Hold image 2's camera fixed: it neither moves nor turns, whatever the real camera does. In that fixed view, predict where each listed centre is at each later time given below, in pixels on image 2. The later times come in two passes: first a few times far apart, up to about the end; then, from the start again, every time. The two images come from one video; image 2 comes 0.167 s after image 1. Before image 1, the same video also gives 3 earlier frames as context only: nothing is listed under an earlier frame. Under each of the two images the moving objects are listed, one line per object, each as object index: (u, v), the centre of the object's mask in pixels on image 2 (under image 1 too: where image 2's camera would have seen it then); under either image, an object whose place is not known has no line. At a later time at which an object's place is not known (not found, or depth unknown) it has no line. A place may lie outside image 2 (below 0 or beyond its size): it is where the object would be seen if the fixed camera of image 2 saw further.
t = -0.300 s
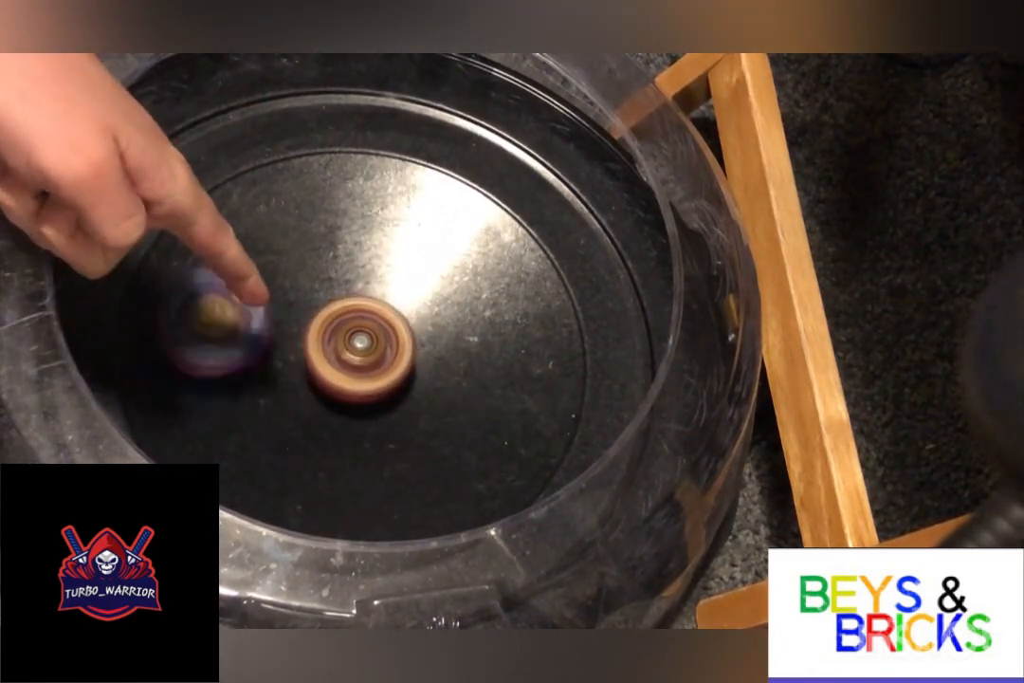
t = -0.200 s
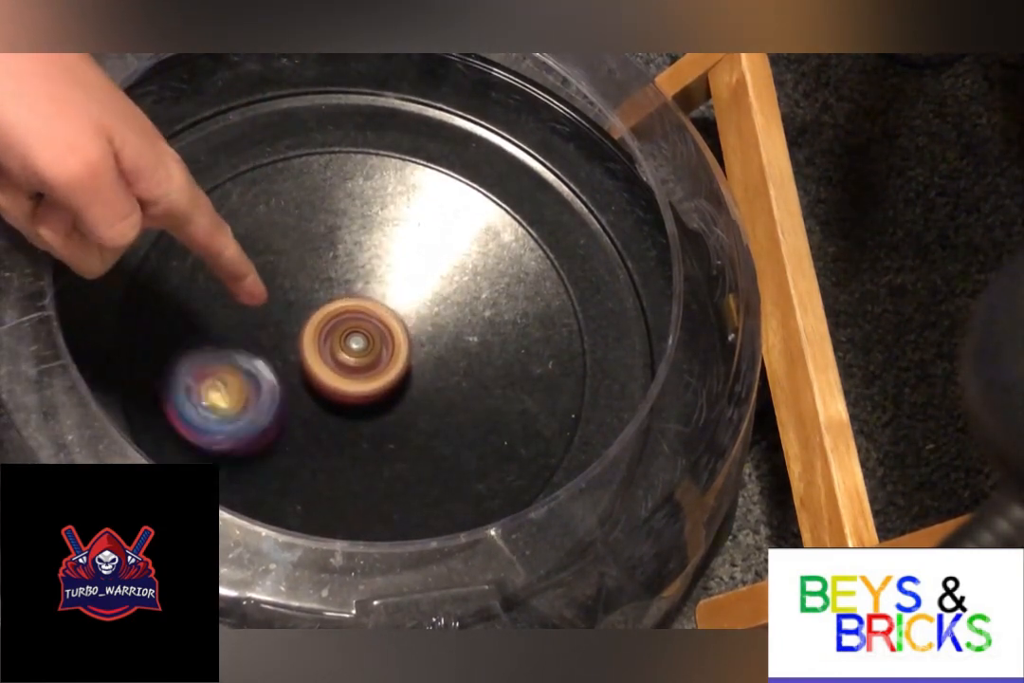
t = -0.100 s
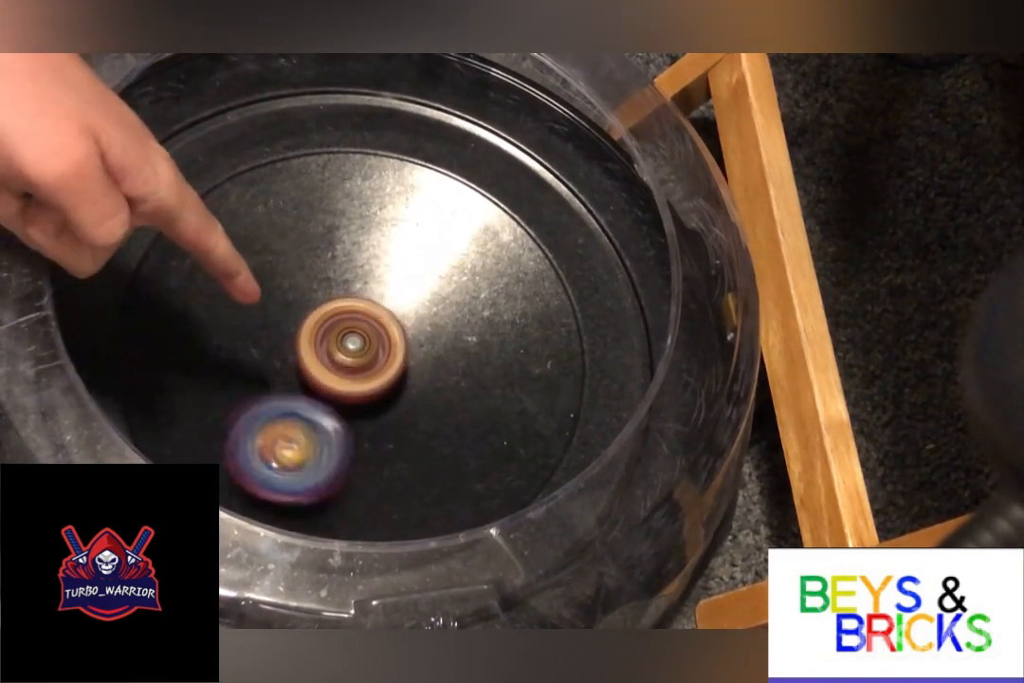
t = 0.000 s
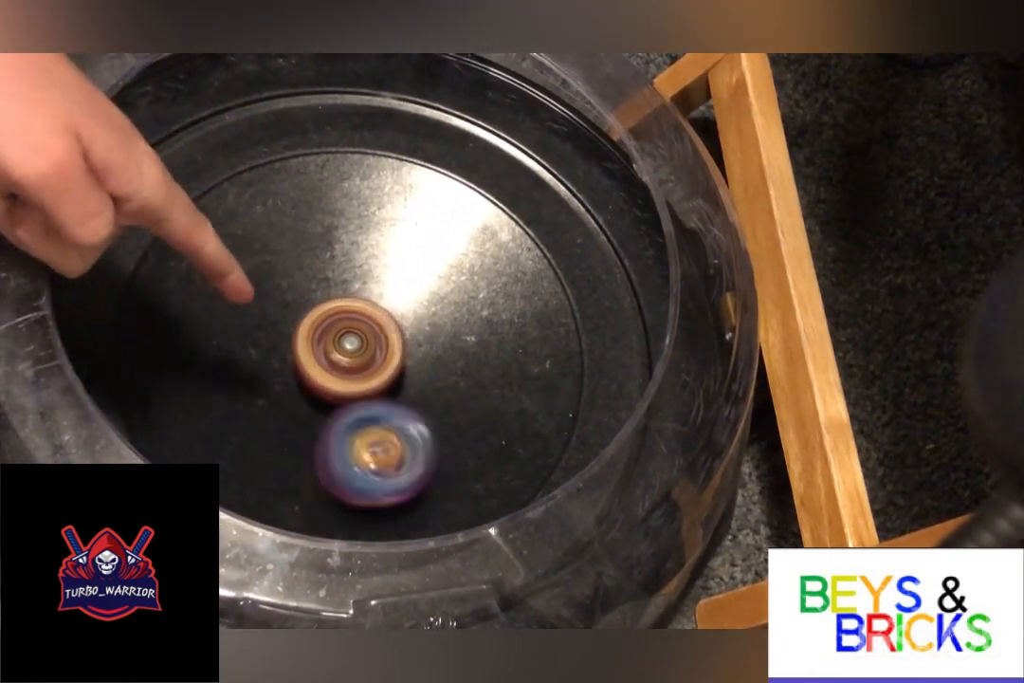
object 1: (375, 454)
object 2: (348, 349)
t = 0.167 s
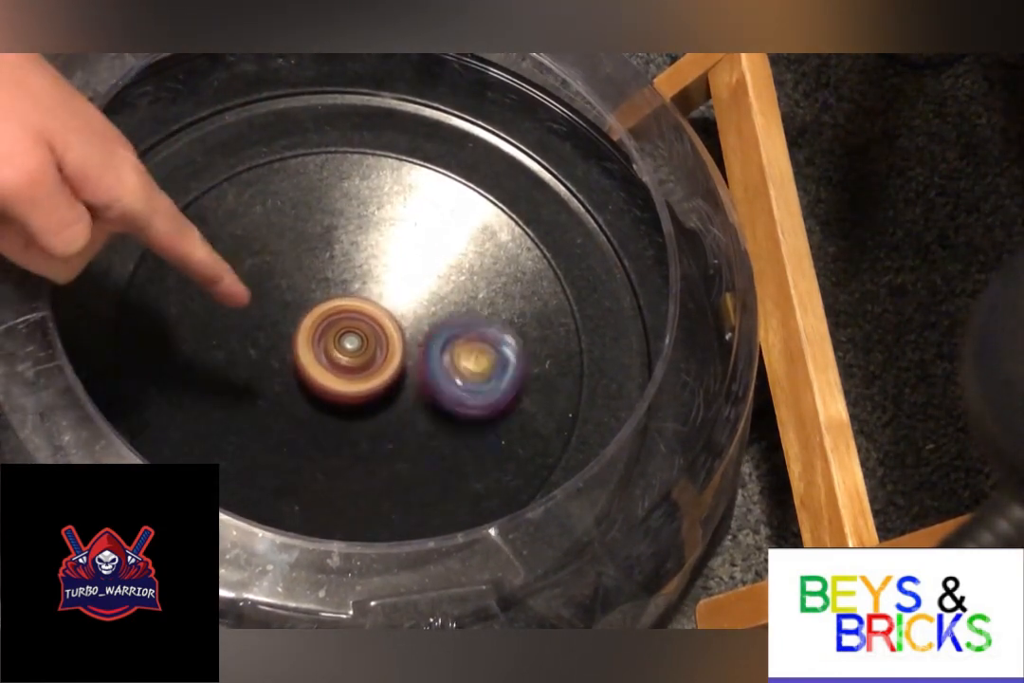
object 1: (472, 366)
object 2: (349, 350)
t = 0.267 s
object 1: (468, 296)
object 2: (349, 349)
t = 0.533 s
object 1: (294, 235)
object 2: (353, 344)
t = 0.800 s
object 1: (267, 412)
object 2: (356, 341)
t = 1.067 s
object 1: (465, 420)
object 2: (362, 345)
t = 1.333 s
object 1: (431, 261)
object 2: (365, 343)
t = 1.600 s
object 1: (239, 283)
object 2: (364, 351)
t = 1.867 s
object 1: (295, 447)
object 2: (360, 351)
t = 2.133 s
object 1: (470, 375)
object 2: (351, 352)
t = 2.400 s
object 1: (379, 233)
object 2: (349, 350)
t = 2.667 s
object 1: (235, 324)
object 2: (351, 345)
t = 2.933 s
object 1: (364, 452)
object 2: (353, 340)
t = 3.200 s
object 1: (477, 336)
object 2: (360, 344)
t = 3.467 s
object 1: (340, 238)
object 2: (364, 346)
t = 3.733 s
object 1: (239, 366)
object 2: (362, 347)
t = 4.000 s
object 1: (399, 443)
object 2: (360, 346)
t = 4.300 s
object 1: (448, 287)
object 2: (354, 347)
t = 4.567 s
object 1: (276, 251)
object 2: (353, 356)
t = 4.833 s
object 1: (239, 384)
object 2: (360, 356)
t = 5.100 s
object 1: (391, 440)
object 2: (382, 338)
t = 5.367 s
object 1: (476, 363)
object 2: (369, 307)
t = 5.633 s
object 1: (456, 350)
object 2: (303, 280)
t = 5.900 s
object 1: (418, 399)
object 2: (317, 315)
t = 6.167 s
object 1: (359, 438)
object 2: (335, 330)
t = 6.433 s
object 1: (298, 445)
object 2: (358, 331)
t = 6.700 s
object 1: (251, 396)
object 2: (378, 341)
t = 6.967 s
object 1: (263, 337)
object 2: (377, 343)
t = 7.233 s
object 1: (317, 296)
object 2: (403, 372)
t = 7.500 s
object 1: (414, 256)
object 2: (379, 386)
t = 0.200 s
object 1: (474, 342)
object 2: (349, 350)
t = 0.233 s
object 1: (474, 318)
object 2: (349, 350)
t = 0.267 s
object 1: (468, 296)
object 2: (349, 349)
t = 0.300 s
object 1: (457, 276)
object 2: (349, 348)
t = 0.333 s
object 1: (439, 257)
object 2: (350, 347)
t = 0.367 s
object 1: (419, 240)
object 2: (351, 347)
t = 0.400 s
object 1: (393, 229)
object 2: (352, 347)
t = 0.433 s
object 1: (368, 221)
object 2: (352, 346)
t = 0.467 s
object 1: (342, 219)
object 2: (352, 345)
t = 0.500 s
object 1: (317, 223)
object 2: (353, 345)
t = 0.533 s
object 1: (294, 235)
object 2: (353, 344)
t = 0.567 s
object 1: (273, 249)
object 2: (353, 343)
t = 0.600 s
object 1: (255, 267)
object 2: (354, 343)
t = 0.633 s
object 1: (243, 289)
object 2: (354, 342)
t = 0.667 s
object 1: (236, 315)
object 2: (354, 342)
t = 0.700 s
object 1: (234, 340)
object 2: (354, 342)
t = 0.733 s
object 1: (238, 366)
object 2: (355, 341)
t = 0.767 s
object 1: (250, 391)
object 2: (355, 341)
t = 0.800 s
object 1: (267, 412)
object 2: (356, 341)
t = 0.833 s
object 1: (288, 430)
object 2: (356, 341)
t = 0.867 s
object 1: (313, 444)
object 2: (357, 341)
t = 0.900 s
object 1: (339, 453)
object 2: (358, 342)
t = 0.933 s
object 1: (369, 457)
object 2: (359, 342)
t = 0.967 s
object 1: (396, 454)
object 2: (359, 343)
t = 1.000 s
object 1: (422, 447)
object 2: (360, 344)
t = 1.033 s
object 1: (445, 436)
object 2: (361, 345)
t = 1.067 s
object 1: (465, 420)
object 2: (362, 345)
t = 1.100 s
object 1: (480, 402)
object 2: (364, 345)
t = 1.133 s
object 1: (488, 381)
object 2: (365, 345)
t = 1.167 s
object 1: (492, 357)
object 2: (366, 344)
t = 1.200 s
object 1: (490, 334)
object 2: (366, 344)
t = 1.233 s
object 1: (482, 312)
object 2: (366, 343)
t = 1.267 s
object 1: (472, 293)
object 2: (366, 343)
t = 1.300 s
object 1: (454, 276)
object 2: (365, 343)
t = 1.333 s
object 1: (431, 261)
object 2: (365, 343)
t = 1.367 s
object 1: (405, 249)
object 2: (363, 345)
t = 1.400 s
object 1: (379, 240)
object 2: (363, 346)
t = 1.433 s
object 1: (351, 234)
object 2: (362, 348)
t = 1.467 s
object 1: (327, 236)
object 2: (361, 349)
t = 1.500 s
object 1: (300, 242)
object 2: (361, 349)
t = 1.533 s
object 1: (278, 252)
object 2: (362, 350)
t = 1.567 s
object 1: (257, 267)
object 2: (363, 350)
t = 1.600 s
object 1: (239, 283)
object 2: (364, 351)
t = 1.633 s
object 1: (227, 304)
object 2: (364, 351)
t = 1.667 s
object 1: (219, 328)
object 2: (364, 352)
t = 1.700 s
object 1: (218, 352)
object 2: (364, 352)
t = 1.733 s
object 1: (222, 375)
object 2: (364, 352)
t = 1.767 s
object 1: (234, 398)
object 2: (363, 351)
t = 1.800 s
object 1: (249, 417)
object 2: (362, 351)
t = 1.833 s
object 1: (272, 435)
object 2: (361, 351)
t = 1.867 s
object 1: (295, 447)
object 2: (360, 351)
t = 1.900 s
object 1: (324, 454)
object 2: (360, 350)
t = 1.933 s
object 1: (350, 455)
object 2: (358, 350)
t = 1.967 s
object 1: (380, 453)
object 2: (356, 350)
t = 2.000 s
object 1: (405, 444)
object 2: (354, 350)
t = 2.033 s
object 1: (427, 431)
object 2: (353, 351)
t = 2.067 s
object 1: (446, 416)
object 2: (352, 352)
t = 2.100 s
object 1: (460, 396)
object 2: (352, 352)
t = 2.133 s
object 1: (470, 375)
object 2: (351, 352)
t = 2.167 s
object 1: (475, 352)
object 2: (351, 352)
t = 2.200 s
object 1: (474, 329)
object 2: (351, 352)
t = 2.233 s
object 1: (470, 307)
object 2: (350, 352)
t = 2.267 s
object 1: (461, 288)
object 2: (350, 352)
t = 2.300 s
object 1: (446, 269)
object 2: (350, 351)
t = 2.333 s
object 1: (427, 254)
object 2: (350, 351)
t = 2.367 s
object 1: (403, 240)
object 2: (350, 351)
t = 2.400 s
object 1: (379, 233)
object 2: (349, 350)
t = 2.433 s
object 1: (356, 228)
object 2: (349, 349)
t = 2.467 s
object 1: (331, 229)
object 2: (349, 349)
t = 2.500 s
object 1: (308, 235)
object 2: (349, 348)
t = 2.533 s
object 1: (285, 248)
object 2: (349, 347)
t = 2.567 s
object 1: (267, 262)
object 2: (350, 347)
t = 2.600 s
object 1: (251, 280)
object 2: (350, 346)
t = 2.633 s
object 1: (241, 300)
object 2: (350, 346)
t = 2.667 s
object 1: (235, 324)
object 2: (351, 345)
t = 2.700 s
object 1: (235, 348)
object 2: (351, 344)
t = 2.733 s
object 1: (240, 371)
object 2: (352, 343)
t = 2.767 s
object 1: (252, 394)
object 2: (353, 342)
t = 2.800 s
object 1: (268, 414)
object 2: (353, 341)
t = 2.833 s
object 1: (286, 430)
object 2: (353, 340)
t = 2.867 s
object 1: (312, 442)
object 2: (353, 339)
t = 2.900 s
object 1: (336, 449)
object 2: (353, 339)
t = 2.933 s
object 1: (364, 452)
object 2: (353, 340)
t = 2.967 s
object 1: (389, 451)
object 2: (353, 340)
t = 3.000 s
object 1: (413, 442)
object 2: (354, 341)
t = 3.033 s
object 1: (436, 432)
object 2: (354, 341)
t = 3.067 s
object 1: (454, 418)
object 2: (355, 341)
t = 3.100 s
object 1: (467, 400)
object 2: (356, 342)
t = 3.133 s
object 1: (475, 379)
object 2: (358, 343)
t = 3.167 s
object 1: (477, 358)
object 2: (359, 343)
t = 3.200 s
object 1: (477, 336)
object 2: (360, 344)
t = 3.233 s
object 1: (472, 315)
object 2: (362, 345)
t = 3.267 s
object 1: (463, 298)
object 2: (362, 345)
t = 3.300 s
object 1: (450, 279)
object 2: (362, 346)
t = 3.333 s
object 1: (431, 264)
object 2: (362, 347)
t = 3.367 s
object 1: (410, 251)
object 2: (362, 347)
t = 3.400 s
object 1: (385, 241)
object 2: (363, 347)
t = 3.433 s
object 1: (362, 237)
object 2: (363, 347)
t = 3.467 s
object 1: (340, 238)
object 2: (364, 346)
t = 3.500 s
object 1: (316, 242)
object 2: (364, 346)
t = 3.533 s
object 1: (294, 250)
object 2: (364, 346)
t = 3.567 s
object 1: (273, 264)
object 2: (363, 347)
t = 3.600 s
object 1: (258, 280)
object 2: (363, 347)
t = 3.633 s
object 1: (246, 298)
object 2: (363, 346)
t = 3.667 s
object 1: (239, 320)
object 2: (362, 347)
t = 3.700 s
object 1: (237, 343)
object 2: (362, 347)
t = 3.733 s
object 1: (239, 366)
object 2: (362, 347)
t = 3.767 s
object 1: (248, 386)
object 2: (361, 347)
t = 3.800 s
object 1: (262, 406)
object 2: (361, 347)
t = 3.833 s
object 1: (281, 424)
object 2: (362, 346)
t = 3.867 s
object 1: (301, 436)
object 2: (362, 346)
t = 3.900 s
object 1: (323, 445)
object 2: (362, 345)
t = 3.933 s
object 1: (350, 449)
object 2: (361, 346)
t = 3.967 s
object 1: (376, 449)
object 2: (361, 346)
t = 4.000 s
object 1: (399, 443)
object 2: (360, 346)
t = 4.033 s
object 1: (420, 433)
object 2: (360, 347)
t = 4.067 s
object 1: (440, 421)
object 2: (360, 347)
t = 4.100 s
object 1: (454, 404)
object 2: (359, 348)
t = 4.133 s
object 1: (464, 386)
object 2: (359, 348)
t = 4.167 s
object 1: (469, 365)
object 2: (358, 348)
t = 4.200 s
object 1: (471, 343)
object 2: (357, 348)
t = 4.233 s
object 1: (468, 324)
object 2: (356, 348)
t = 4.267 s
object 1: (462, 305)
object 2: (355, 347)
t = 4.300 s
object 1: (448, 287)
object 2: (354, 347)
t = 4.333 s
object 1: (432, 273)
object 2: (353, 347)
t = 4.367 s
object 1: (412, 259)
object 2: (352, 347)
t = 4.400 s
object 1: (386, 250)
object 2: (351, 347)
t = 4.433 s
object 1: (363, 243)
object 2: (351, 347)
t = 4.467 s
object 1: (341, 242)
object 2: (351, 347)
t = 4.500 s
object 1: (320, 246)
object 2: (351, 348)
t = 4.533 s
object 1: (298, 247)
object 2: (351, 351)
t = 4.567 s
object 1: (276, 251)
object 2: (353, 356)
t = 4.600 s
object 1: (257, 260)
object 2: (355, 359)
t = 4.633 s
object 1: (239, 271)
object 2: (355, 360)
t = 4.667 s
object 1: (226, 286)
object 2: (355, 360)
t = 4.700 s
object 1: (218, 303)
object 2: (355, 360)
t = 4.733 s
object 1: (215, 324)
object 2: (356, 359)
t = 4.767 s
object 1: (218, 344)
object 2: (357, 358)
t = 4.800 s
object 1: (225, 365)
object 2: (358, 357)
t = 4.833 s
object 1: (239, 384)
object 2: (360, 356)
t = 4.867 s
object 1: (256, 399)
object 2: (361, 355)
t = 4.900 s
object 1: (270, 415)
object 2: (367, 353)
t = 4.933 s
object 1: (283, 429)
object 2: (376, 348)
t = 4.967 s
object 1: (303, 439)
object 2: (381, 346)
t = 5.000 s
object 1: (324, 445)
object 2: (383, 344)
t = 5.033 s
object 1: (348, 448)
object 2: (382, 342)
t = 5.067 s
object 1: (371, 447)
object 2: (382, 340)
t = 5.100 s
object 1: (391, 440)
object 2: (382, 338)
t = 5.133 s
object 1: (408, 437)
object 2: (383, 334)
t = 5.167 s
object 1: (424, 431)
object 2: (383, 328)
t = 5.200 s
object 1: (441, 421)
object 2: (384, 325)
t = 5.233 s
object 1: (452, 410)
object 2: (383, 325)
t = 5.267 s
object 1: (460, 395)
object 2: (381, 323)
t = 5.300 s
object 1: (469, 387)
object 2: (376, 315)
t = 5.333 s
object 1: (475, 377)
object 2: (371, 308)
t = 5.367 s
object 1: (476, 363)
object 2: (369, 307)
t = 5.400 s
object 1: (470, 350)
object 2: (367, 305)
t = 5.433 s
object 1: (467, 341)
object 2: (358, 301)
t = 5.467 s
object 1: (467, 336)
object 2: (349, 297)
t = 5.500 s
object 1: (463, 332)
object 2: (344, 296)
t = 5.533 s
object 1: (455, 329)
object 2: (343, 296)
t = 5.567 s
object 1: (448, 331)
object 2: (335, 294)
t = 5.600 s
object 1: (453, 339)
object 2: (315, 284)
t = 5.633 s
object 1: (456, 350)
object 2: (303, 280)
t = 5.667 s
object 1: (459, 359)
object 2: (295, 278)
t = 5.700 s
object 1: (458, 369)
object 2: (292, 279)
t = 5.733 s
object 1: (458, 376)
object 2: (292, 283)
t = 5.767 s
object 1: (453, 382)
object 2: (294, 287)
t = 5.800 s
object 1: (449, 386)
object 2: (299, 293)
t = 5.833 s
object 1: (441, 388)
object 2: (304, 300)
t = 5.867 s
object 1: (430, 395)
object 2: (310, 308)
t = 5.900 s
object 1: (418, 399)
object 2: (317, 315)
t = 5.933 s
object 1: (405, 402)
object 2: (323, 323)
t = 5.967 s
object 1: (397, 410)
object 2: (327, 324)
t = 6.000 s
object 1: (392, 418)
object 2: (329, 324)
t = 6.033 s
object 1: (387, 423)
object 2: (331, 326)
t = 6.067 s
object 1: (381, 430)
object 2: (331, 327)
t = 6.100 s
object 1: (373, 434)
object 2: (332, 327)
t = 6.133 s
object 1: (367, 437)
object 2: (334, 328)
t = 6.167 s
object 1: (359, 438)
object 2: (335, 330)
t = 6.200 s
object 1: (353, 437)
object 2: (337, 332)
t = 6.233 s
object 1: (345, 434)
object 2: (339, 333)
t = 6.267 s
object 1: (338, 434)
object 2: (343, 333)
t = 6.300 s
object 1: (334, 432)
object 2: (346, 334)
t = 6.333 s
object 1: (323, 436)
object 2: (349, 333)
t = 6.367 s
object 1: (315, 440)
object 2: (353, 330)
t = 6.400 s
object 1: (308, 444)
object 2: (356, 330)
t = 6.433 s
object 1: (298, 445)
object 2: (358, 331)
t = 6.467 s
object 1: (291, 443)
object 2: (358, 335)
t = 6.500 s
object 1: (288, 442)
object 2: (357, 337)
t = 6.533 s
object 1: (284, 435)
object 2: (358, 339)
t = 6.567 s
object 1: (281, 429)
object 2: (357, 341)
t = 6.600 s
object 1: (277, 420)
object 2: (356, 343)
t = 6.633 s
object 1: (276, 409)
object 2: (357, 344)
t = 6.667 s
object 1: (262, 404)
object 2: (367, 342)
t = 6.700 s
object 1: (251, 396)
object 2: (378, 341)
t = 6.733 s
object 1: (246, 390)
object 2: (382, 340)
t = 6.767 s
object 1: (243, 385)
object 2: (385, 341)
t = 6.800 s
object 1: (241, 375)
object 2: (385, 342)
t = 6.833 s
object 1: (241, 365)
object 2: (383, 343)
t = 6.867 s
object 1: (244, 355)
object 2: (381, 344)
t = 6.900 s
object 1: (249, 349)
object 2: (379, 343)
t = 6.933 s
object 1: (255, 343)
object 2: (378, 343)
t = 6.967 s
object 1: (263, 337)
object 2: (377, 343)
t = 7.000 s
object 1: (267, 330)
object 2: (382, 346)
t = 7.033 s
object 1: (275, 325)
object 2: (385, 348)
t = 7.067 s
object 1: (282, 316)
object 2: (389, 355)
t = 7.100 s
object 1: (281, 303)
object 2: (401, 364)
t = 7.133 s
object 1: (286, 293)
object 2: (407, 370)
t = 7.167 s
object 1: (299, 290)
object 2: (407, 373)
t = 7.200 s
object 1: (310, 292)
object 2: (405, 374)
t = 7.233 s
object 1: (317, 296)
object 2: (403, 372)
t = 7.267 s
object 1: (326, 298)
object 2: (400, 370)
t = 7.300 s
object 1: (340, 292)
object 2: (397, 377)
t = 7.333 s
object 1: (355, 287)
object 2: (396, 382)
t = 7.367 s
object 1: (372, 278)
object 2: (394, 384)
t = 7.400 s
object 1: (386, 274)
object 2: (391, 386)
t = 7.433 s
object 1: (398, 268)
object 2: (388, 386)
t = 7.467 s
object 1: (407, 262)
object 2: (384, 387)
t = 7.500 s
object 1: (414, 256)
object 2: (379, 386)
